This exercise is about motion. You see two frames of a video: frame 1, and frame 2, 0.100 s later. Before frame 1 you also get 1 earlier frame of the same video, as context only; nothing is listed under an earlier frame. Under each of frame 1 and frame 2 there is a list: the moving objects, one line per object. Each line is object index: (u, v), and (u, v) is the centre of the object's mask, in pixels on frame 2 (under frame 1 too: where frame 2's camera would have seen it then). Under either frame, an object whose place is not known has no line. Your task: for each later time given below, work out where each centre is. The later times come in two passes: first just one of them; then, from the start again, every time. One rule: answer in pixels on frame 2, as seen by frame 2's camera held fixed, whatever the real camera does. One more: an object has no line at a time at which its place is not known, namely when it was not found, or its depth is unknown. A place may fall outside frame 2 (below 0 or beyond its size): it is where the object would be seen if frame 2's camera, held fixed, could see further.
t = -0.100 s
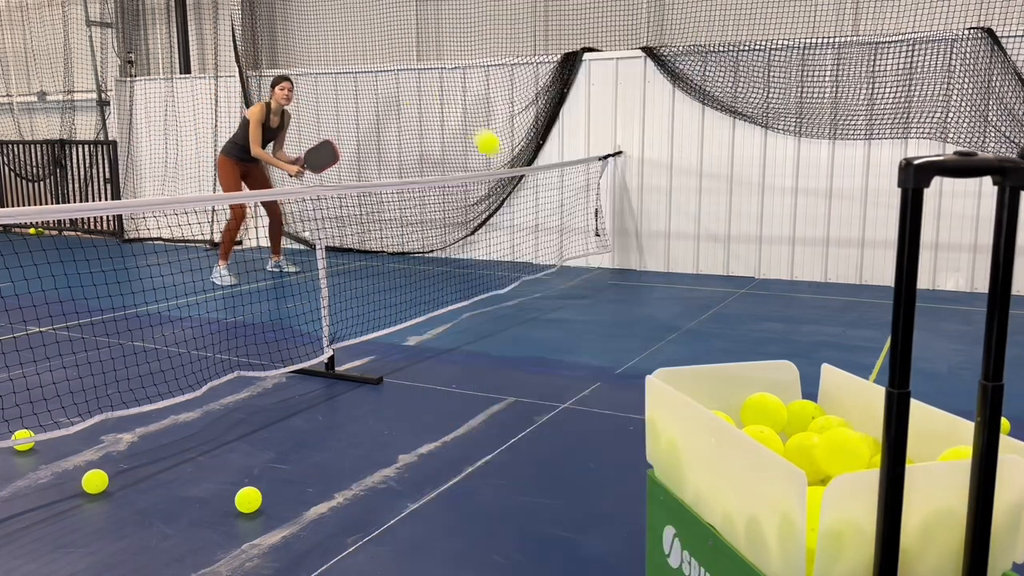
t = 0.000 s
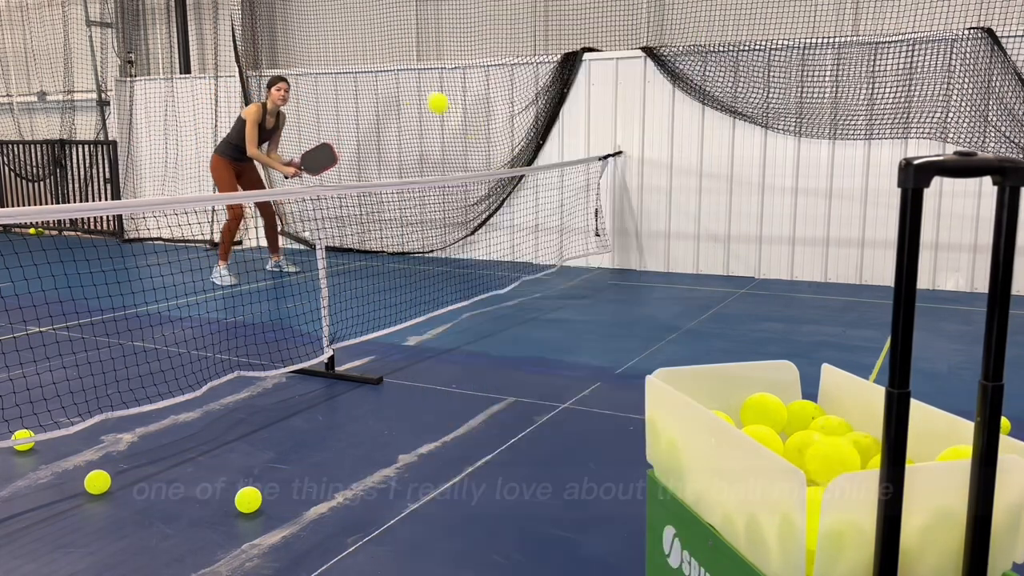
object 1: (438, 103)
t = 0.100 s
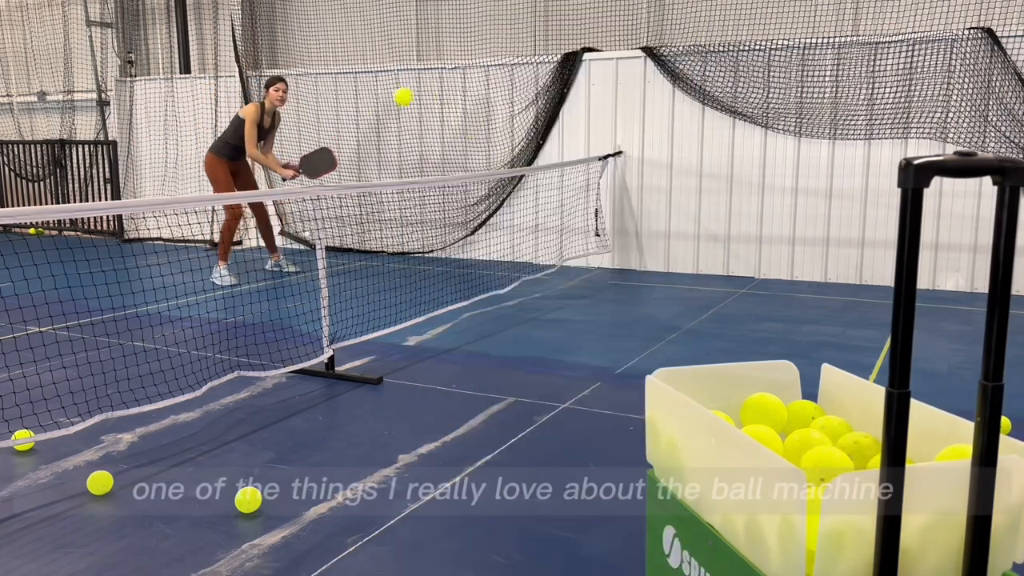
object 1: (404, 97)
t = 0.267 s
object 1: (366, 129)
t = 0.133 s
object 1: (394, 99)
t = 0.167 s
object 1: (386, 105)
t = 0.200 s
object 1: (378, 111)
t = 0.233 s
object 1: (371, 120)
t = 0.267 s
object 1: (366, 129)
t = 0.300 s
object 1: (360, 141)
